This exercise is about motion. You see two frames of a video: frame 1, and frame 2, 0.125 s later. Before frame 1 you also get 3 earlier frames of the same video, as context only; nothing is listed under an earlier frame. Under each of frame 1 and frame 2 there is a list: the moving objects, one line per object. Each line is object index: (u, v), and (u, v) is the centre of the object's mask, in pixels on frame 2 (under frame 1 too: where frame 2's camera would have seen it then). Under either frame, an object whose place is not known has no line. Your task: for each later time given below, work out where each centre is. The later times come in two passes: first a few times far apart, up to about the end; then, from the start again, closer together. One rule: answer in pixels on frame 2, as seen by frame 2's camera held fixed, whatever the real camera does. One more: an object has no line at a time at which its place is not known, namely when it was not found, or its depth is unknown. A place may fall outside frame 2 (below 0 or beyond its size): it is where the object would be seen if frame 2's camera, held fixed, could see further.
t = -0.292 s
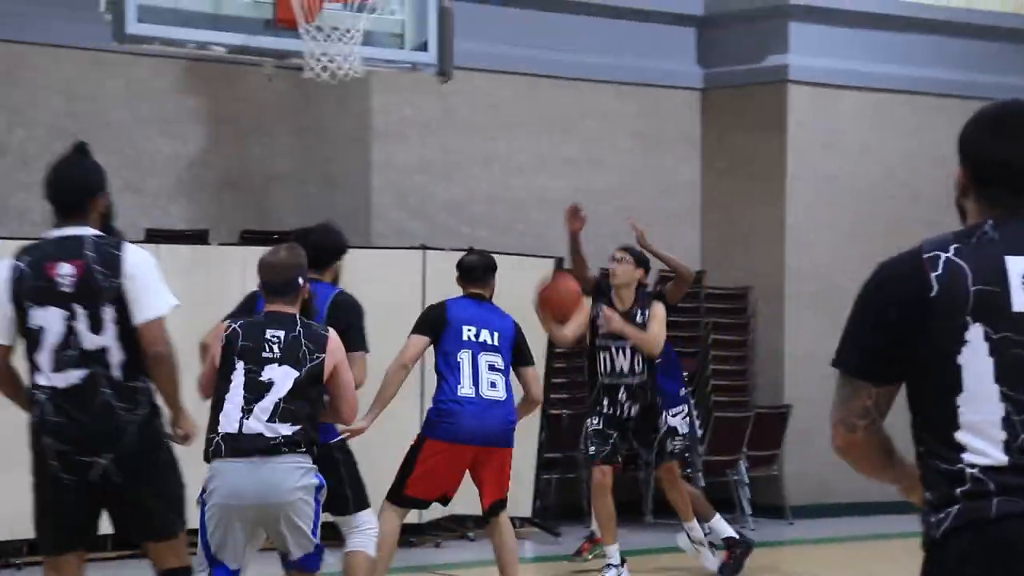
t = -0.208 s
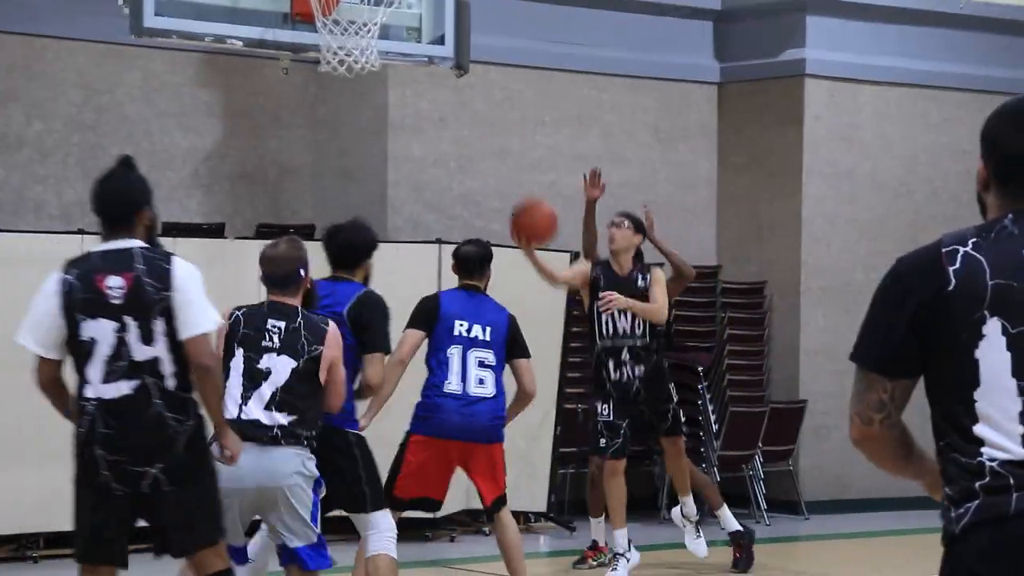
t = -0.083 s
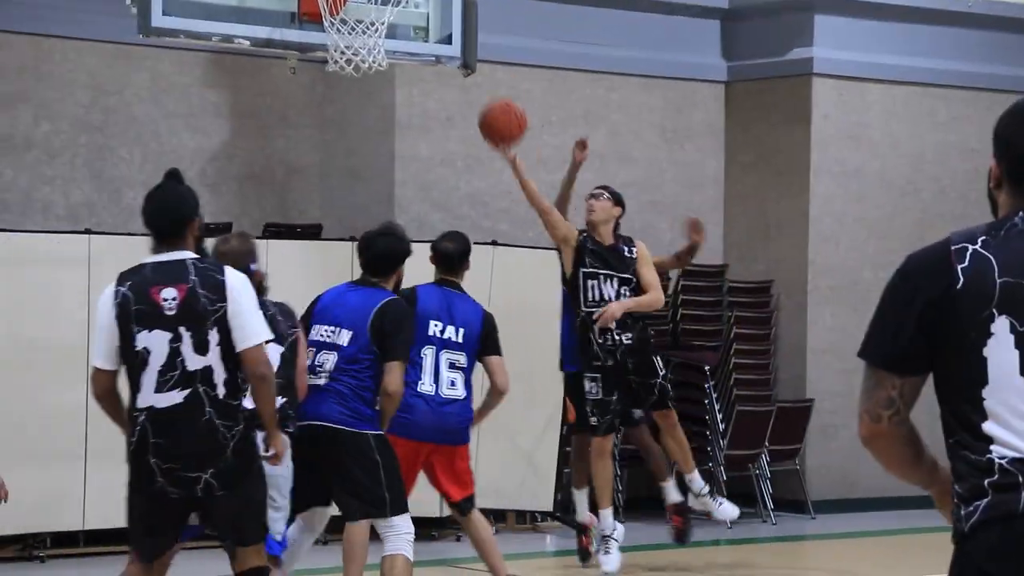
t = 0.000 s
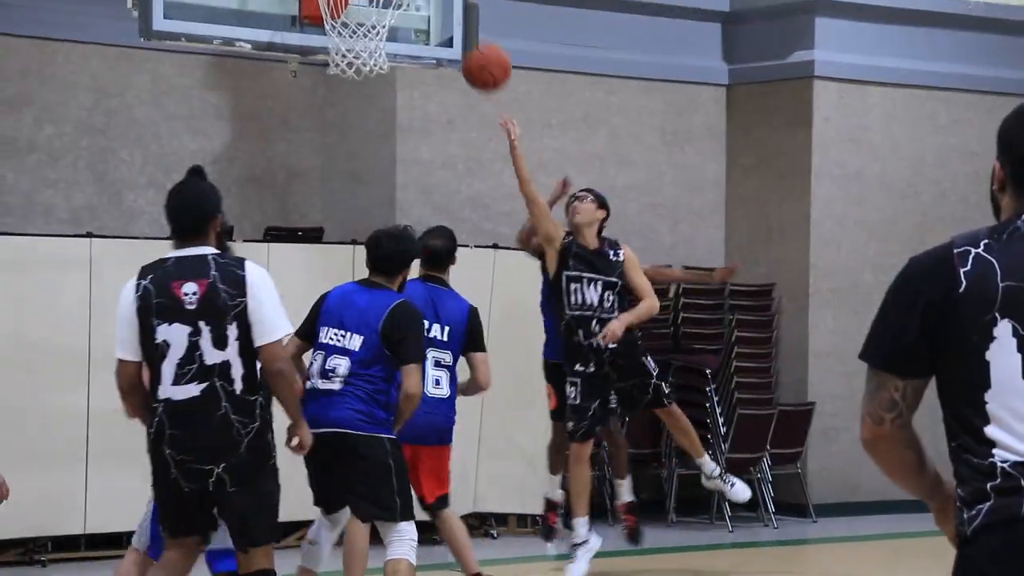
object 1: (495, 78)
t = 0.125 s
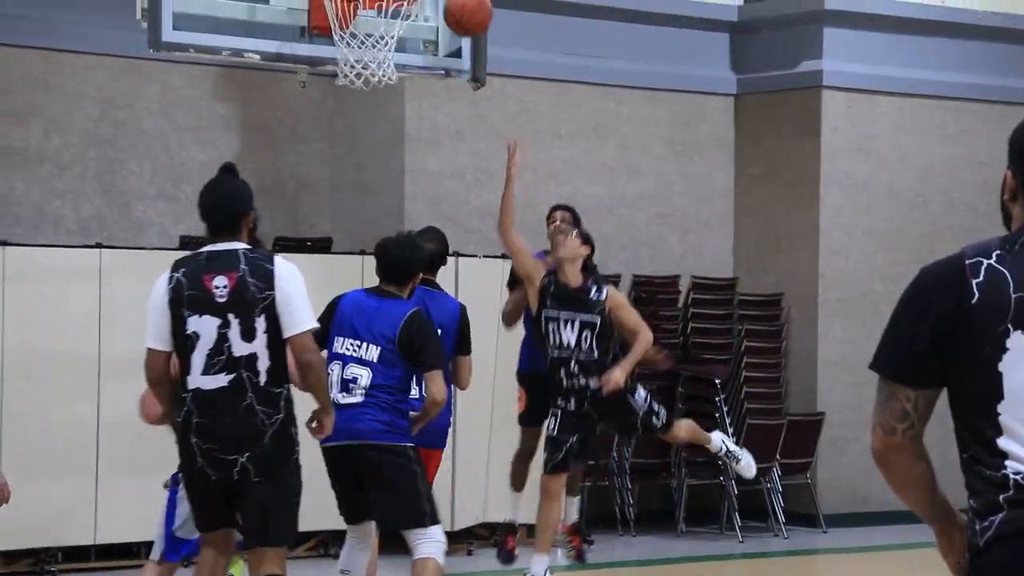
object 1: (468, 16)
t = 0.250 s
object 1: (441, -6)
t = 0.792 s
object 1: (362, -10)
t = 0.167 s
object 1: (459, 7)
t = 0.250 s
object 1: (441, -6)
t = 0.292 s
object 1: (431, -13)
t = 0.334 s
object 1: (420, -19)
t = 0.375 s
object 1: (410, -24)
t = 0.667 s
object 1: (357, -35)
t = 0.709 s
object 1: (350, -29)
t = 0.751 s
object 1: (356, -22)
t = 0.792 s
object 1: (362, -10)
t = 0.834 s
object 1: (365, 0)
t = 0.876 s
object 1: (371, 12)
